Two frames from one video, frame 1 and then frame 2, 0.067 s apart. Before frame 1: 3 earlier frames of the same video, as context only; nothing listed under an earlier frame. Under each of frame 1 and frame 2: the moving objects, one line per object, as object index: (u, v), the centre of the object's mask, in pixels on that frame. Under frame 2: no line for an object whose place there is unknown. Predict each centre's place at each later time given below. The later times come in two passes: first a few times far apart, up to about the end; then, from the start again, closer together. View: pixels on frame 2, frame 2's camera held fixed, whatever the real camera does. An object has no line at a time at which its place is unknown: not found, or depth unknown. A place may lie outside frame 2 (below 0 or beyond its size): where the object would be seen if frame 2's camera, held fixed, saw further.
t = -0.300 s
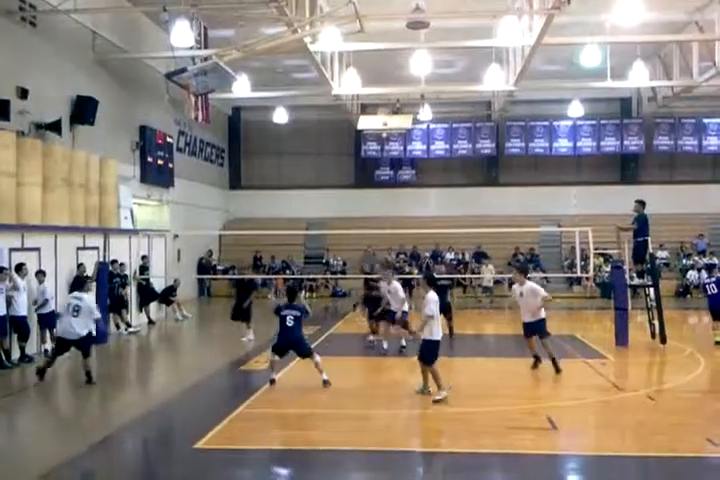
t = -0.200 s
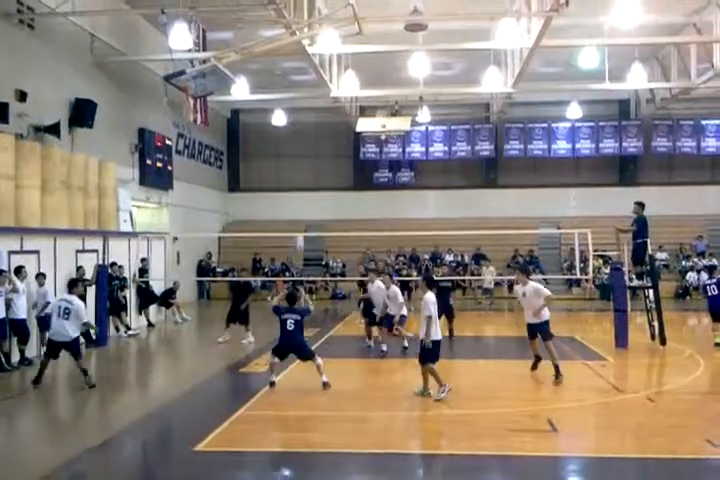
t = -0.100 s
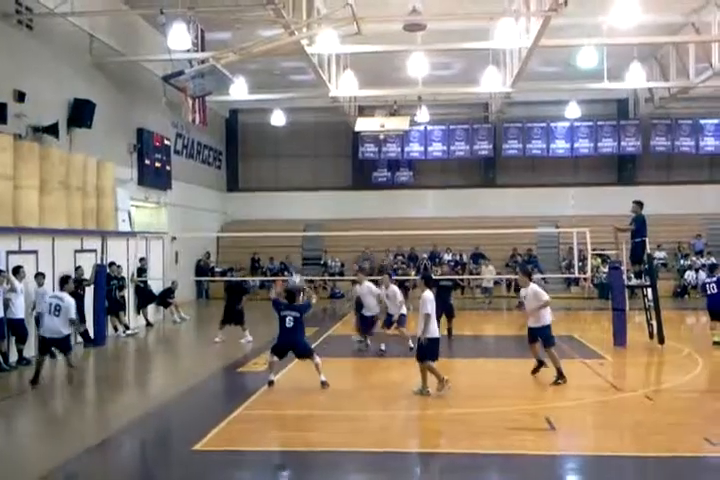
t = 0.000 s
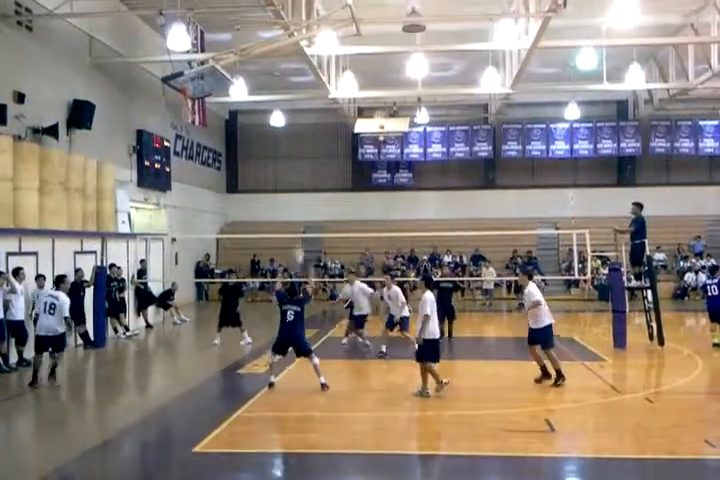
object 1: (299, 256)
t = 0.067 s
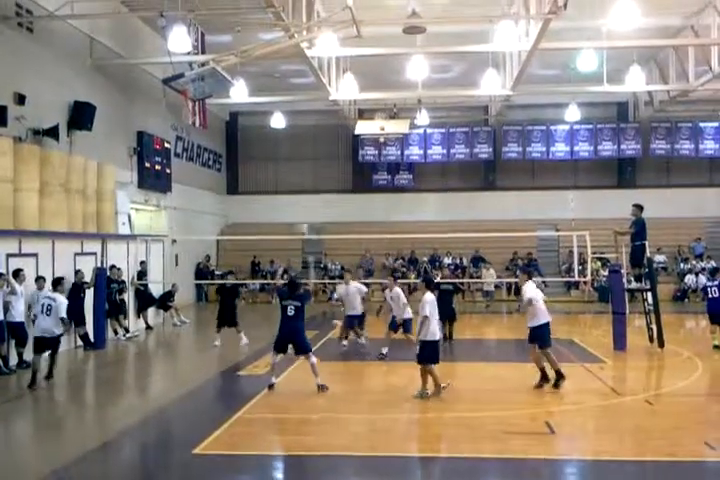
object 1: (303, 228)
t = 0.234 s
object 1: (311, 176)
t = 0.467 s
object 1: (324, 138)
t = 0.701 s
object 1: (336, 131)
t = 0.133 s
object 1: (304, 210)
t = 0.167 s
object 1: (307, 196)
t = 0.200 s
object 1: (310, 186)
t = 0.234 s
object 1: (311, 176)
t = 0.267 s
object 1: (313, 168)
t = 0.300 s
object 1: (315, 162)
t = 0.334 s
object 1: (317, 157)
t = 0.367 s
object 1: (319, 151)
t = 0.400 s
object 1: (318, 149)
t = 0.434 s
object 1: (321, 142)
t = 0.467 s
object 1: (324, 138)
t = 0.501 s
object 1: (326, 135)
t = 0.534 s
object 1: (328, 133)
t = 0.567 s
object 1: (329, 132)
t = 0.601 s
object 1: (331, 131)
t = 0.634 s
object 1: (332, 130)
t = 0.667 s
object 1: (334, 130)
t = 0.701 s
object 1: (336, 131)
